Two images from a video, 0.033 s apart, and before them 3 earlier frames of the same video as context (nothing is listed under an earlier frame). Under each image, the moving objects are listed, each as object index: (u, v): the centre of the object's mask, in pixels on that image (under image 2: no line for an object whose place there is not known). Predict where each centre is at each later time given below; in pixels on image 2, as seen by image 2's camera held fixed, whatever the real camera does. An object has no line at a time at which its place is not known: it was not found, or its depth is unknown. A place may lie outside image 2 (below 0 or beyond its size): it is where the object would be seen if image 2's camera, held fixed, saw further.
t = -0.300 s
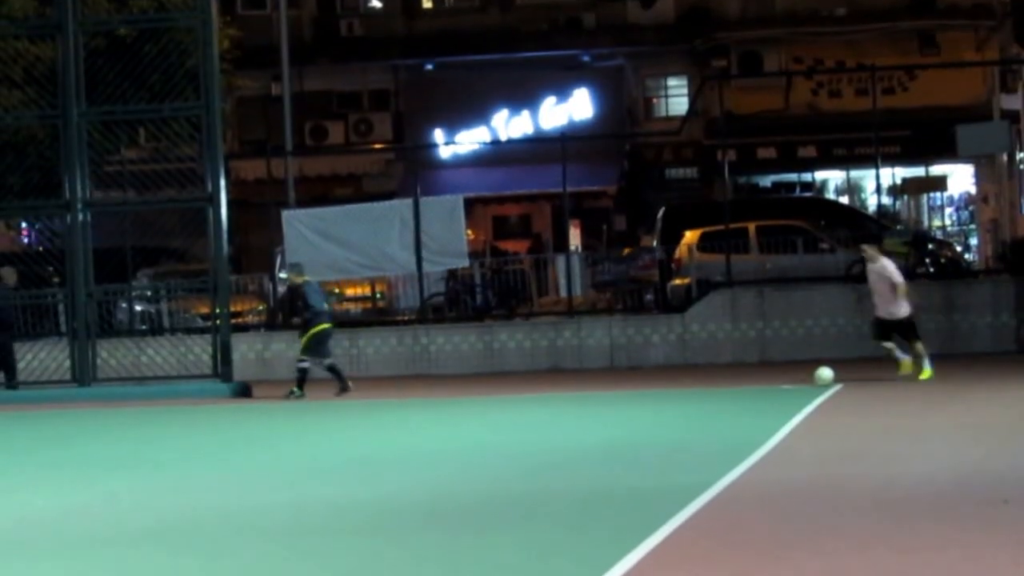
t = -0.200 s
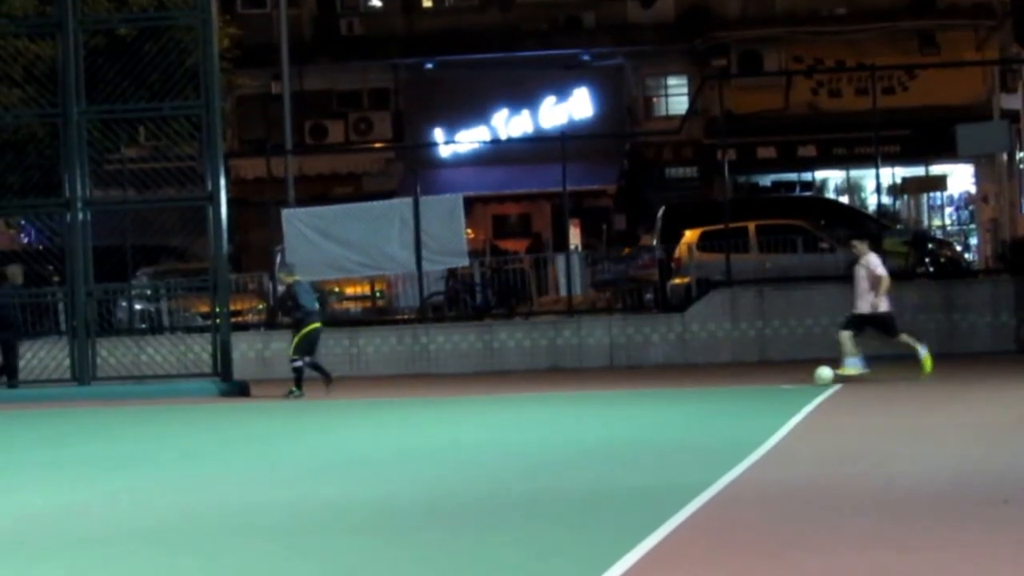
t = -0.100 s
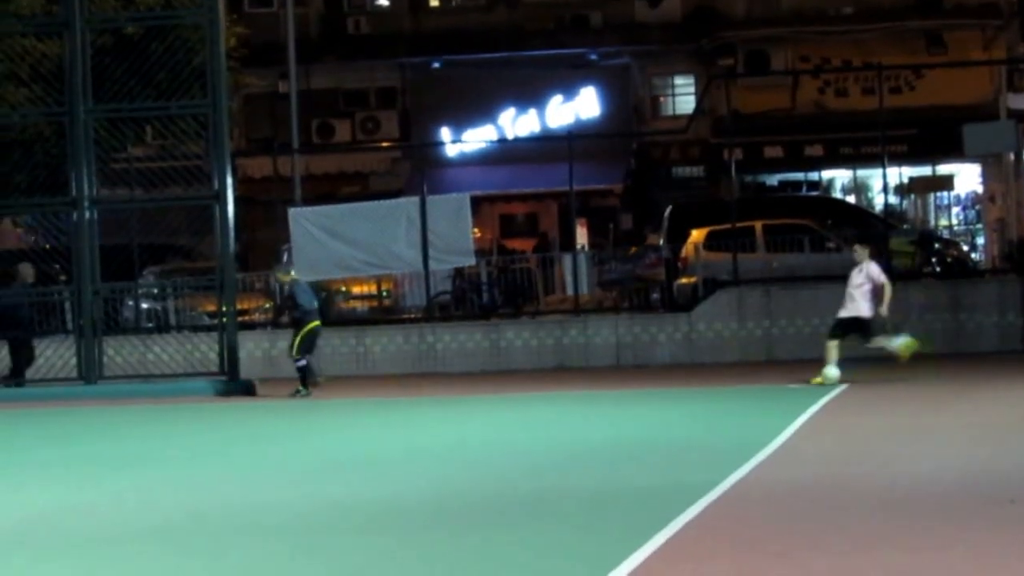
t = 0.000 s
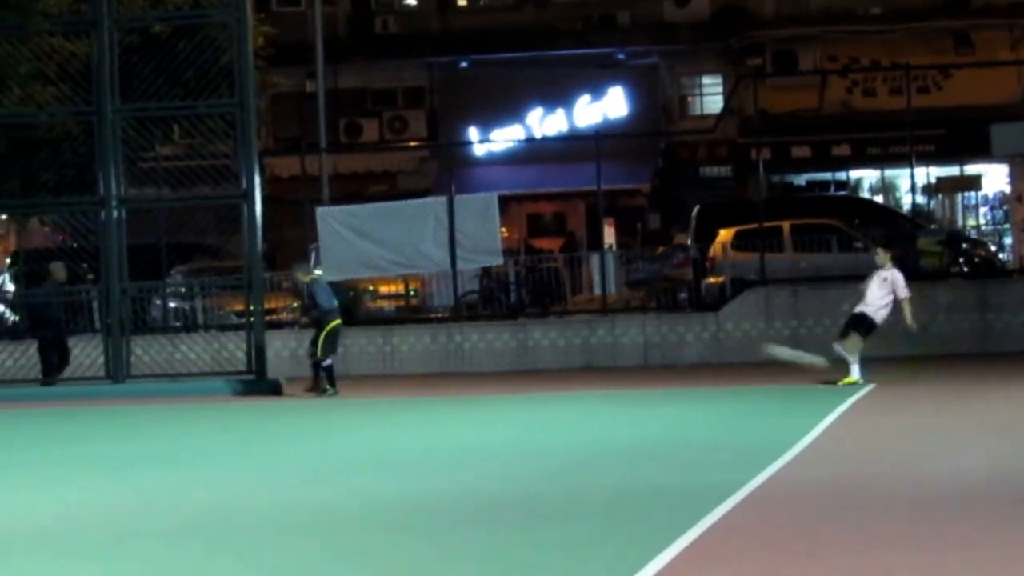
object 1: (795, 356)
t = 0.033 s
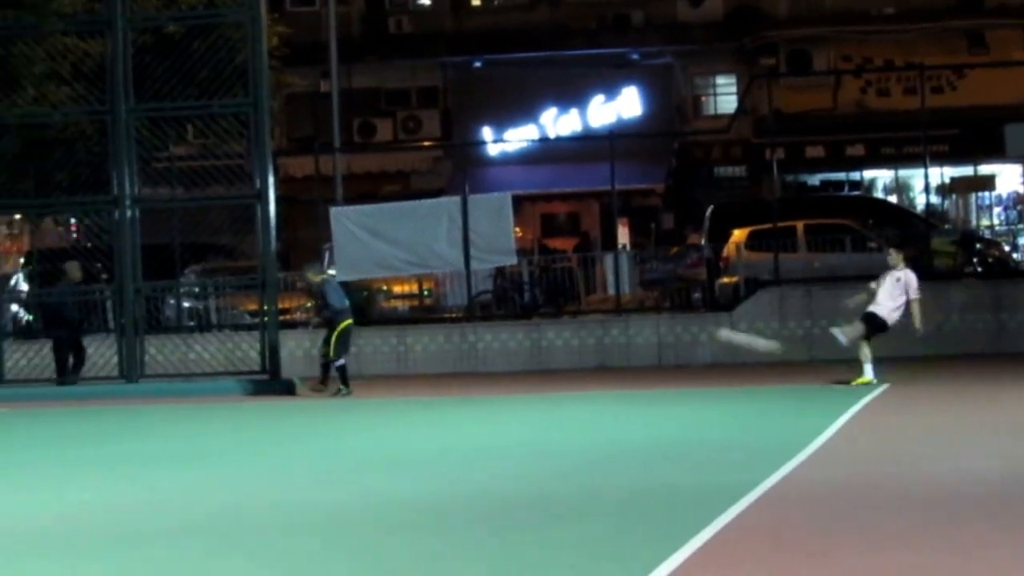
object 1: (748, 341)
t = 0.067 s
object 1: (686, 326)
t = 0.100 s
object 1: (624, 313)
